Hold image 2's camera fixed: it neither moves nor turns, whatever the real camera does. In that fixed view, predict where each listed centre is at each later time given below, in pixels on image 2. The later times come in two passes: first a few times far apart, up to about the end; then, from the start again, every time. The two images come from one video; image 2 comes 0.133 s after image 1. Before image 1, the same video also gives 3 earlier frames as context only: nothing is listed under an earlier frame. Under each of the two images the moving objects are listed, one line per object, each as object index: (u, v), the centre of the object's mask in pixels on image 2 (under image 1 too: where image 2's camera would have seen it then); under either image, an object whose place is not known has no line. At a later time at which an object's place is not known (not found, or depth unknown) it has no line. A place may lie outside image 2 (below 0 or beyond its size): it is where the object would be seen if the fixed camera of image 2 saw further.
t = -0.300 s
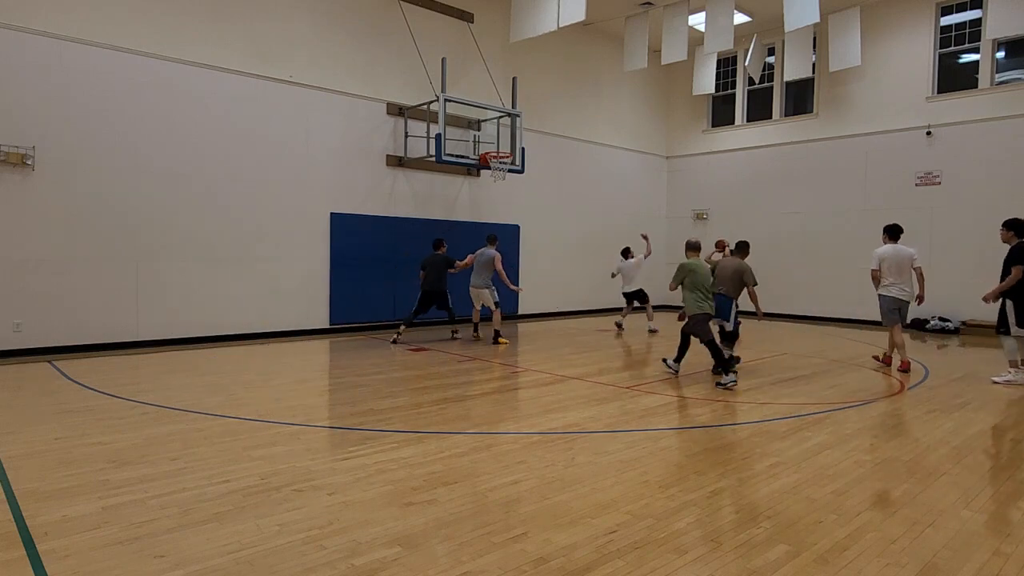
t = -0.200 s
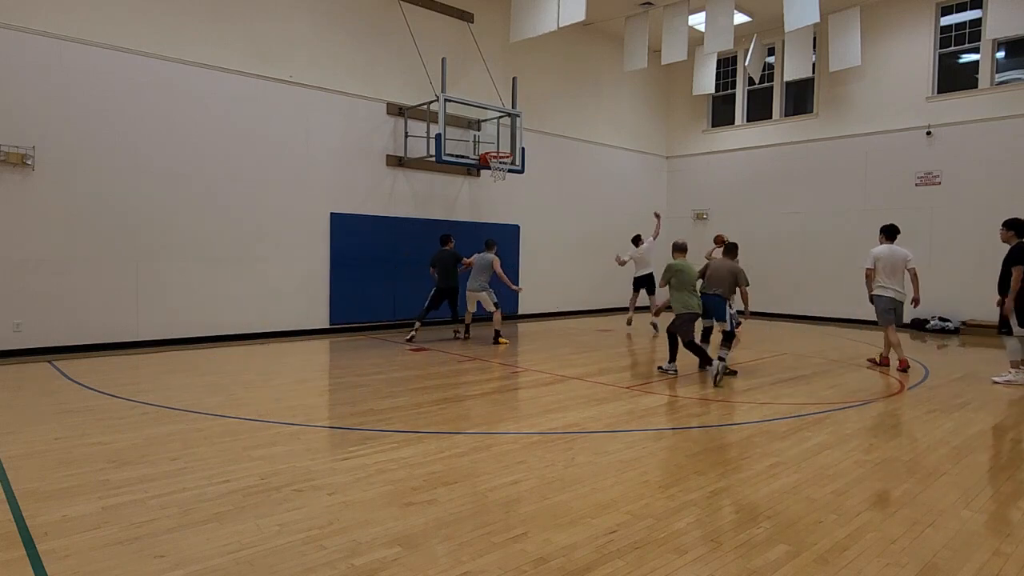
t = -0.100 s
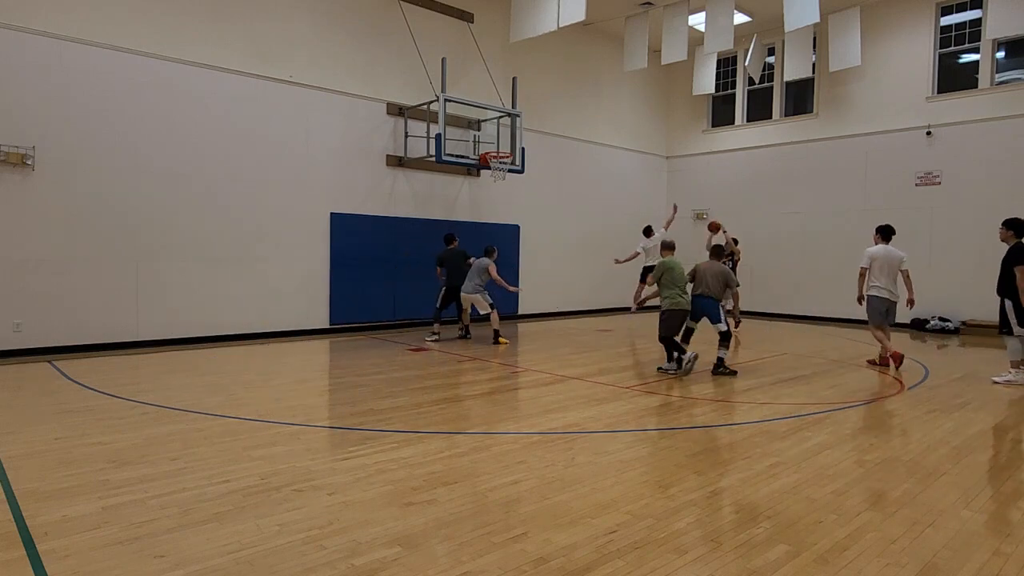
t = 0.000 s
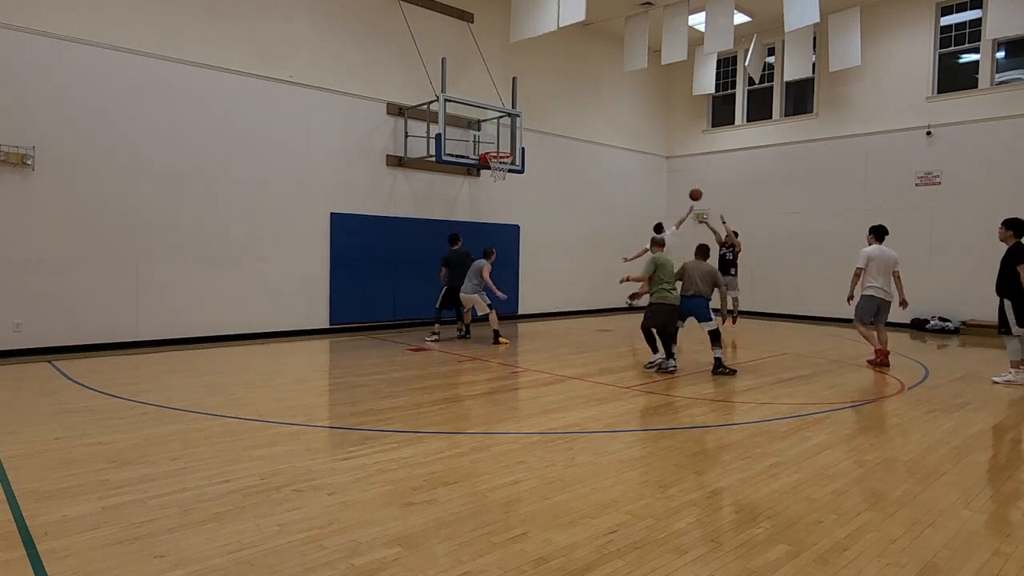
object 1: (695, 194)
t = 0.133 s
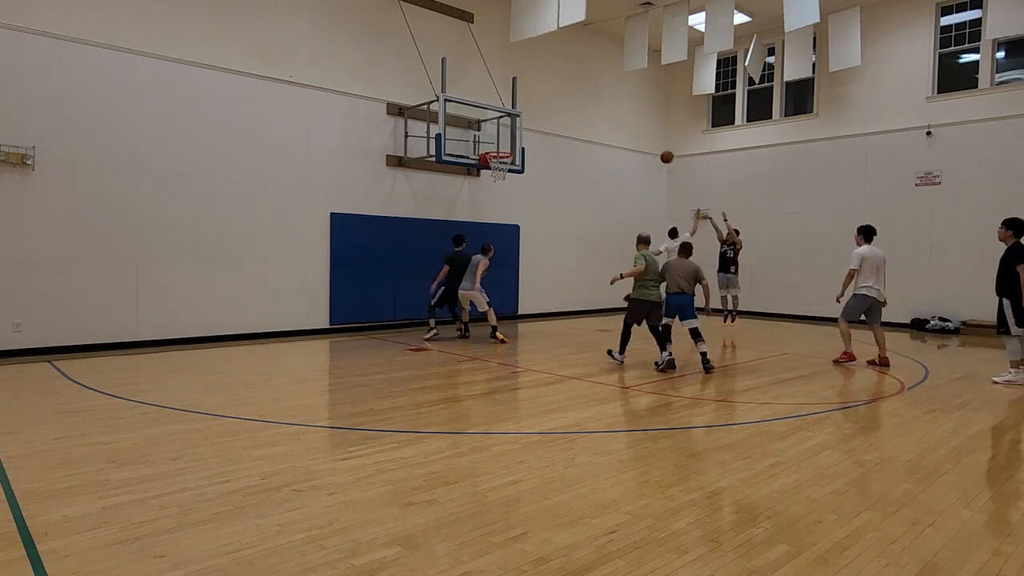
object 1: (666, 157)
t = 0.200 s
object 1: (652, 141)
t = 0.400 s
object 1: (607, 109)
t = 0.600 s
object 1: (562, 99)
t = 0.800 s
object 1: (516, 110)
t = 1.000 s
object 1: (500, 133)
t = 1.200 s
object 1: (505, 140)
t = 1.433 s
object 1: (519, 147)
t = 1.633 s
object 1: (530, 177)
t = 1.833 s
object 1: (539, 227)
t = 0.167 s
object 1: (659, 149)
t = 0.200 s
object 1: (652, 141)
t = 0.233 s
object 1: (644, 134)
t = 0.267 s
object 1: (637, 128)
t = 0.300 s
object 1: (630, 123)
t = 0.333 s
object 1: (622, 117)
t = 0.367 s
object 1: (615, 113)
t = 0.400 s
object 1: (607, 109)
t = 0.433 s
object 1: (600, 106)
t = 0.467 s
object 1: (592, 103)
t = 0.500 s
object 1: (585, 101)
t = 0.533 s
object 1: (577, 100)
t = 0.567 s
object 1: (569, 99)
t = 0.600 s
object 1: (562, 99)
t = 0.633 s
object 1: (554, 99)
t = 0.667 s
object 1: (546, 100)
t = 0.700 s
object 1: (539, 102)
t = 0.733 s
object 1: (531, 104)
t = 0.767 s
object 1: (523, 107)
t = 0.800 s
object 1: (516, 110)
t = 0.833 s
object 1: (506, 115)
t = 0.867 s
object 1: (503, 119)
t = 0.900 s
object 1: (502, 121)
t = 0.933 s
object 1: (501, 124)
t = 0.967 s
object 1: (501, 128)
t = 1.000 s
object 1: (500, 133)
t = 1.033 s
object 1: (499, 139)
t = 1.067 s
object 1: (498, 145)
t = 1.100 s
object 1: (499, 146)
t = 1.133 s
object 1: (501, 143)
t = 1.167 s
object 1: (504, 141)
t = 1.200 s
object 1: (505, 140)
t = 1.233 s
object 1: (507, 139)
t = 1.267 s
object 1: (509, 138)
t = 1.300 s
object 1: (512, 139)
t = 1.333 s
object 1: (514, 140)
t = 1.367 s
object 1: (516, 142)
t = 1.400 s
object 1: (518, 144)
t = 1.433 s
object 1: (519, 147)
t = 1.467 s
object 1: (521, 151)
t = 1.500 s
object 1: (523, 154)
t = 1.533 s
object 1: (525, 160)
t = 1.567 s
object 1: (528, 165)
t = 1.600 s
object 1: (529, 171)
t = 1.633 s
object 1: (530, 177)
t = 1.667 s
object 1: (531, 184)
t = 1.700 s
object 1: (533, 192)
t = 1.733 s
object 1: (534, 200)
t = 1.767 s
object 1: (536, 208)
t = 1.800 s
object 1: (537, 217)
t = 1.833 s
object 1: (539, 227)
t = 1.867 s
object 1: (540, 237)
